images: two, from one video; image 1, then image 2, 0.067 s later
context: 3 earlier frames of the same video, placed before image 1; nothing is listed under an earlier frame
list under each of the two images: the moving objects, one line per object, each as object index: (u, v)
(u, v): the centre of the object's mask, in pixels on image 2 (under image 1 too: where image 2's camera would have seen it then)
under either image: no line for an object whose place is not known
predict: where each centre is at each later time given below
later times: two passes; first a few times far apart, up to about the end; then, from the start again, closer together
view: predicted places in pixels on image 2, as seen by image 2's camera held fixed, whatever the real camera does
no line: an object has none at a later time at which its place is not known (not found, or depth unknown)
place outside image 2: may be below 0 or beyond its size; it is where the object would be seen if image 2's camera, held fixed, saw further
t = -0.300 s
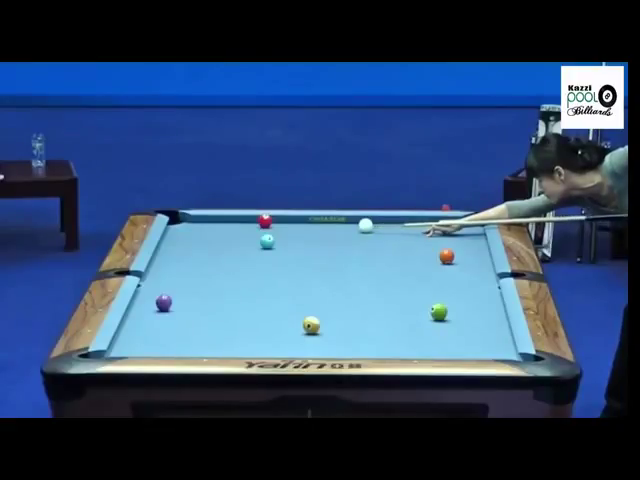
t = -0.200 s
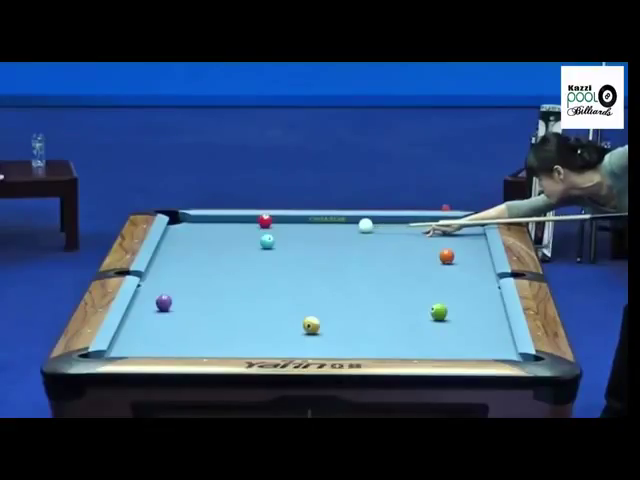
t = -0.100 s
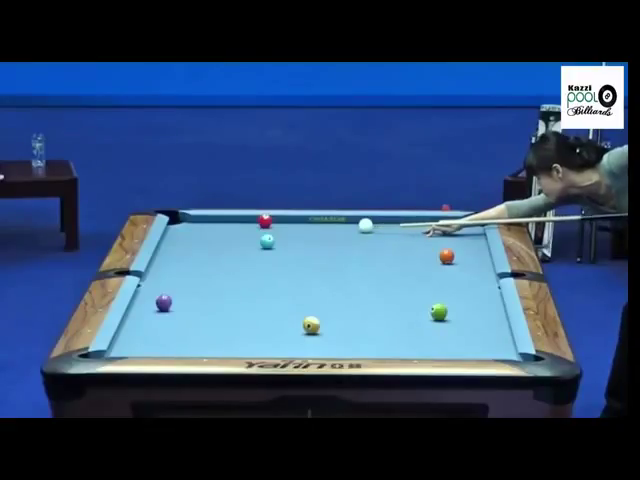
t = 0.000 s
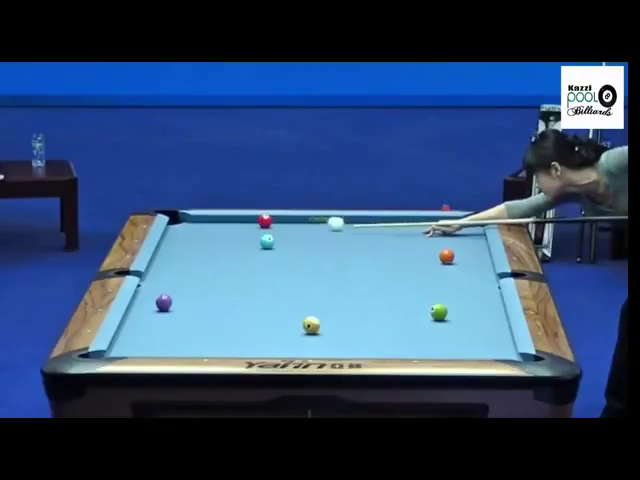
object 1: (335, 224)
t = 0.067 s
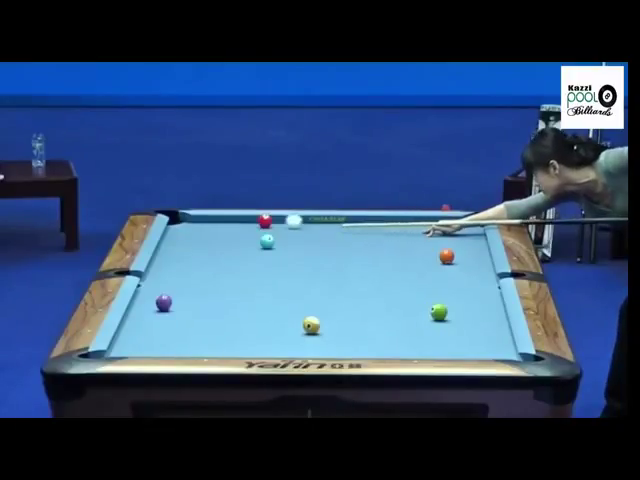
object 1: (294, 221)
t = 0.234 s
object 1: (274, 219)
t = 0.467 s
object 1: (264, 219)
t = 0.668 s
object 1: (251, 219)
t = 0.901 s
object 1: (236, 220)
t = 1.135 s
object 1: (223, 222)
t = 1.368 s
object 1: (211, 222)
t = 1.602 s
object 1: (199, 224)
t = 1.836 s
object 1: (188, 225)
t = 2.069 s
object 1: (178, 225)
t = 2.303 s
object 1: (180, 226)
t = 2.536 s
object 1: (183, 228)
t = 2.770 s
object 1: (185, 229)
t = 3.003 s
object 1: (187, 230)
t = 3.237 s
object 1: (188, 230)
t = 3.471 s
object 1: (190, 231)
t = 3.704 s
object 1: (190, 230)
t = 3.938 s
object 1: (191, 230)
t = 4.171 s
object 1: (191, 230)
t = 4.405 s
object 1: (191, 230)
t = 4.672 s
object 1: (192, 231)
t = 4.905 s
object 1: (191, 231)
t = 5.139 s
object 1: (191, 231)
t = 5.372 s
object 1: (192, 231)
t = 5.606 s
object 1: (191, 231)
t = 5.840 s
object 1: (191, 231)
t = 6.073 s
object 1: (191, 231)
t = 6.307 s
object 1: (191, 231)
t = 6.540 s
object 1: (191, 231)
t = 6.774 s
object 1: (191, 231)
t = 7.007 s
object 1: (191, 231)
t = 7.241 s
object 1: (191, 231)
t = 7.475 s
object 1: (192, 231)
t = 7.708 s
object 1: (192, 231)
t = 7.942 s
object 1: (191, 231)
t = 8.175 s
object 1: (191, 231)
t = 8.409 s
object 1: (192, 231)
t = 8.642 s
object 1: (191, 231)
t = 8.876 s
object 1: (191, 231)
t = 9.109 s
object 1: (191, 231)
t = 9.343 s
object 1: (192, 231)
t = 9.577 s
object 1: (192, 231)
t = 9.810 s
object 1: (192, 231)
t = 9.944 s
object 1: (187, 231)
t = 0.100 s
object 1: (279, 220)
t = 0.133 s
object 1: (278, 220)
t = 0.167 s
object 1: (277, 220)
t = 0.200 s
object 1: (275, 220)
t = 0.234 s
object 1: (274, 219)
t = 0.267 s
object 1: (272, 219)
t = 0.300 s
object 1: (272, 218)
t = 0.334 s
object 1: (273, 219)
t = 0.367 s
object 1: (270, 218)
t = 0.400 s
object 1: (268, 219)
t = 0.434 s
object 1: (266, 219)
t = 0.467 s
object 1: (264, 219)
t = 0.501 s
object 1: (262, 219)
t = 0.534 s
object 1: (259, 219)
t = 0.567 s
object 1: (257, 219)
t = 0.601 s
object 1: (255, 219)
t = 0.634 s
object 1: (253, 219)
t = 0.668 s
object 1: (251, 219)
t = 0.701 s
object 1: (249, 220)
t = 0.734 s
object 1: (246, 220)
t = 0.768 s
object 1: (245, 220)
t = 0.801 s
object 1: (242, 220)
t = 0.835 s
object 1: (240, 220)
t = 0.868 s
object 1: (238, 220)
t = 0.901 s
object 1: (236, 220)
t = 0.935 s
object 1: (235, 221)
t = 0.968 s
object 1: (232, 221)
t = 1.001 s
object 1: (231, 221)
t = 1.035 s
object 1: (229, 221)
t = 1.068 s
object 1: (227, 221)
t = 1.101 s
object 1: (225, 222)
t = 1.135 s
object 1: (223, 222)
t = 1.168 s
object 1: (221, 222)
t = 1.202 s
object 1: (220, 222)
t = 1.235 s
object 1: (218, 222)
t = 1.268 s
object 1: (216, 222)
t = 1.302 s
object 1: (214, 222)
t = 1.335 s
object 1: (212, 222)
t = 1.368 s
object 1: (211, 222)
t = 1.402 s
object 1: (209, 223)
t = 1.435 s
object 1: (207, 223)
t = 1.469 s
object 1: (205, 223)
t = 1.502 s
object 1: (204, 223)
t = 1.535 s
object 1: (202, 223)
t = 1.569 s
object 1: (201, 223)
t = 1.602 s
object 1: (199, 224)
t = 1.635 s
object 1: (198, 224)
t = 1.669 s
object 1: (196, 224)
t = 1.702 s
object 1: (194, 224)
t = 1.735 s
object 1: (193, 224)
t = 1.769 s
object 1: (191, 224)
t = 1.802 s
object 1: (190, 224)
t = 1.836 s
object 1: (188, 225)
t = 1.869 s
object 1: (187, 224)
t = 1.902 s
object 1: (185, 225)
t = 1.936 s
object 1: (184, 225)
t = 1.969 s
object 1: (183, 225)
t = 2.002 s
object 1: (181, 225)
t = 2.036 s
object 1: (180, 225)
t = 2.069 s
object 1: (178, 225)
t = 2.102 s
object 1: (178, 225)
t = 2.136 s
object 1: (178, 225)
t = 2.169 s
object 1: (178, 226)
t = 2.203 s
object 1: (178, 226)
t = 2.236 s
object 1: (179, 226)
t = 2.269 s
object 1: (179, 226)
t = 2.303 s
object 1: (180, 226)
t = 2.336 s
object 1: (180, 227)
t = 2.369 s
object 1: (181, 227)
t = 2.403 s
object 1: (181, 227)
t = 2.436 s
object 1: (181, 227)
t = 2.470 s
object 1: (182, 227)
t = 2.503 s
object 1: (182, 228)
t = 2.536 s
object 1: (183, 228)
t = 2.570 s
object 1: (183, 228)
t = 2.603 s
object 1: (184, 228)
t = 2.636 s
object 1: (184, 228)
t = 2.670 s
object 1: (184, 228)
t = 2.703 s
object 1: (185, 228)
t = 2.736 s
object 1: (185, 229)
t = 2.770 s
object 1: (185, 229)
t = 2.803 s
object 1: (185, 229)
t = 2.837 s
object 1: (186, 229)
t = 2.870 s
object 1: (186, 229)
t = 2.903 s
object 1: (186, 229)
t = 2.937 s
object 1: (187, 229)
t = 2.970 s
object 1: (187, 229)
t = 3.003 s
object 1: (187, 230)
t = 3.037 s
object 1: (187, 229)
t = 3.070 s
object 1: (187, 230)
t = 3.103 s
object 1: (188, 230)
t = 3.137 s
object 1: (188, 230)
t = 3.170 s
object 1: (188, 230)
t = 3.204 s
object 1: (188, 230)
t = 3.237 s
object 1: (188, 230)
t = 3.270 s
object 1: (188, 230)
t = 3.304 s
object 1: (188, 230)
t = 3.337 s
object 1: (188, 230)
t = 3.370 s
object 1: (188, 230)
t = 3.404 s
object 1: (190, 230)
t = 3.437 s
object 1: (190, 230)
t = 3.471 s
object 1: (190, 231)
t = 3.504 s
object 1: (190, 230)
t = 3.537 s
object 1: (190, 230)
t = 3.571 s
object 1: (190, 230)
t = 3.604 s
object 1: (190, 230)
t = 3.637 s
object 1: (190, 230)
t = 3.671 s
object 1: (190, 230)
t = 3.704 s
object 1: (190, 230)
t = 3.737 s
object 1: (191, 230)
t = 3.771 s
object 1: (191, 231)
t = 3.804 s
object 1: (191, 231)
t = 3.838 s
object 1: (191, 231)
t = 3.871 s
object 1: (191, 230)
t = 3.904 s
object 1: (191, 231)
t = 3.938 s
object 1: (191, 230)
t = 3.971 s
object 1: (191, 231)
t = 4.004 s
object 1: (191, 230)
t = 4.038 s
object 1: (191, 230)
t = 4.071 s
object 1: (191, 231)
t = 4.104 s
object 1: (191, 230)
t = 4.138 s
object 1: (191, 230)
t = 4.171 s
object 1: (191, 230)
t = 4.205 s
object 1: (191, 231)
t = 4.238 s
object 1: (191, 231)
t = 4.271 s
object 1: (191, 231)
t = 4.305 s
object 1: (191, 230)
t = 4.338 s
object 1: (191, 230)
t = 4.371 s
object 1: (191, 231)
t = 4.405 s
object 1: (191, 230)
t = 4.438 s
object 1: (191, 230)
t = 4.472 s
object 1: (191, 230)
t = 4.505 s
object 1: (191, 231)
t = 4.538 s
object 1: (192, 230)
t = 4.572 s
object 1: (192, 230)
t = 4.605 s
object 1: (191, 230)
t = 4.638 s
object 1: (191, 230)
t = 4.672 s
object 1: (192, 231)
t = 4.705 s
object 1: (191, 231)
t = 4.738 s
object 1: (191, 231)
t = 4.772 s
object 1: (191, 231)
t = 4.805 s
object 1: (191, 231)
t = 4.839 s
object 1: (191, 231)
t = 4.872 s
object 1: (191, 231)
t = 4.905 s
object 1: (191, 231)
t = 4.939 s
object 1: (191, 230)
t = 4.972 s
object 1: (191, 231)
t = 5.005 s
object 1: (191, 231)
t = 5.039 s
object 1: (191, 231)
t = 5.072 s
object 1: (191, 230)
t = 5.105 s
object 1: (191, 231)
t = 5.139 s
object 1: (191, 231)
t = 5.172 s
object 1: (192, 230)
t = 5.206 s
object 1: (192, 230)
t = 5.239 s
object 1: (192, 230)
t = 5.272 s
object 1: (191, 231)
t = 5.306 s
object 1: (191, 231)
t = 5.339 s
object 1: (191, 230)
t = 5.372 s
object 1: (192, 231)
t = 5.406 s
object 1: (191, 230)
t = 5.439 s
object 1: (191, 231)
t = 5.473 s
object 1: (191, 231)
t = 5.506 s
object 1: (192, 231)
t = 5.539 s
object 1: (191, 231)
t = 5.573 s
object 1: (191, 231)
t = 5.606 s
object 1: (191, 231)
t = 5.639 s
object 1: (191, 231)
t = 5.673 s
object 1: (191, 231)
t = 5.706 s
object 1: (191, 231)
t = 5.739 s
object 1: (191, 231)
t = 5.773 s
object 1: (191, 231)
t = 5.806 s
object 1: (191, 231)
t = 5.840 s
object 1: (191, 231)
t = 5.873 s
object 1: (191, 231)
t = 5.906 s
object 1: (191, 231)
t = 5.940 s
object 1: (191, 231)
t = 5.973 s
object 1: (191, 231)
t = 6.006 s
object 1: (191, 231)
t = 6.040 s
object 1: (191, 231)
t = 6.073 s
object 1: (191, 231)
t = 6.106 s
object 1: (191, 231)
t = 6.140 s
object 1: (191, 231)
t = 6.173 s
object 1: (191, 231)
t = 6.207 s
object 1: (191, 231)
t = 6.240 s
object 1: (191, 231)
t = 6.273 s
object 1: (191, 231)
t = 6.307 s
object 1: (191, 231)
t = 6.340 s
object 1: (191, 231)
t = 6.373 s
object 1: (191, 231)
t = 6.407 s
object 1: (191, 231)
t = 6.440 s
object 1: (191, 231)
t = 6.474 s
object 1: (191, 231)
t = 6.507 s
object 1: (191, 231)
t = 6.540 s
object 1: (191, 231)
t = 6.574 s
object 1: (191, 231)
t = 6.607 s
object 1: (191, 231)
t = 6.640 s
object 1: (191, 231)
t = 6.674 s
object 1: (191, 231)
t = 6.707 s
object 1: (191, 231)
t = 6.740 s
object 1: (191, 231)
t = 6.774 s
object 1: (191, 231)
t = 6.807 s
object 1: (191, 231)
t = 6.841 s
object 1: (191, 231)
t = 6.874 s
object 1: (191, 231)
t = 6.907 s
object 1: (191, 231)
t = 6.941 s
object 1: (191, 231)
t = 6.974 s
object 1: (191, 231)
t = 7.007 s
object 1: (191, 231)
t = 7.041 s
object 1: (191, 231)
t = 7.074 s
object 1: (191, 231)
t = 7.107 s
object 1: (191, 231)
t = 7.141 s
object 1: (191, 231)
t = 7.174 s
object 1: (191, 231)
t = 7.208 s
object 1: (191, 231)
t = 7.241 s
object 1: (191, 231)
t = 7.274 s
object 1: (191, 231)
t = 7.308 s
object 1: (191, 231)
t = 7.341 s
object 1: (191, 231)
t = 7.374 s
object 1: (191, 231)
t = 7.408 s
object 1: (191, 231)
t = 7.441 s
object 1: (191, 231)
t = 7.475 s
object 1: (192, 231)
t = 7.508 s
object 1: (192, 231)
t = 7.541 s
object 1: (191, 231)
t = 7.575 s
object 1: (191, 231)
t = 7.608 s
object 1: (191, 231)
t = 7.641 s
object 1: (192, 231)
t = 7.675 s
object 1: (192, 231)
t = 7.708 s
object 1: (192, 231)
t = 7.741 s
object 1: (192, 231)
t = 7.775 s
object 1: (192, 231)
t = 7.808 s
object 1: (192, 231)
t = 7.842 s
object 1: (192, 231)
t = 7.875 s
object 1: (192, 231)
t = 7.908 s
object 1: (191, 231)
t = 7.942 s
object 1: (191, 231)
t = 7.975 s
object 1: (191, 231)
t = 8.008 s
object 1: (191, 231)
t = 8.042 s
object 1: (192, 231)
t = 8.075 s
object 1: (191, 231)
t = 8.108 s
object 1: (191, 231)
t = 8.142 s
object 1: (191, 231)
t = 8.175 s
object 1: (191, 231)
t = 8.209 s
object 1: (191, 231)
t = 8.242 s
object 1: (192, 231)
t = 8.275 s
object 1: (192, 231)
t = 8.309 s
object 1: (191, 231)
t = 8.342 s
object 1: (192, 231)
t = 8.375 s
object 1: (192, 231)
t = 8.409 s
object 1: (192, 231)
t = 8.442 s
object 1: (191, 231)
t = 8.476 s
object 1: (191, 231)
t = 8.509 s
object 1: (191, 231)
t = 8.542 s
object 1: (192, 231)
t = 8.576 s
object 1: (192, 231)
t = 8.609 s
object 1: (191, 231)
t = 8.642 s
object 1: (191, 231)
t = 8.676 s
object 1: (191, 231)
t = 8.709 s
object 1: (191, 231)
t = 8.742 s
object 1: (191, 231)
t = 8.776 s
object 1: (191, 231)
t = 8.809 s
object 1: (191, 231)
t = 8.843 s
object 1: (191, 231)
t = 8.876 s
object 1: (191, 231)
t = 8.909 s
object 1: (191, 231)
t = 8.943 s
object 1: (191, 231)
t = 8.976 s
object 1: (191, 231)
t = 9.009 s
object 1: (191, 231)
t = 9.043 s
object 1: (192, 231)
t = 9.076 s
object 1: (191, 231)
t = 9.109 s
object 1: (191, 231)
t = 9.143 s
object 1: (191, 231)
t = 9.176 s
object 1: (191, 231)
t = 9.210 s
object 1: (192, 231)
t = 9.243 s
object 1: (192, 231)
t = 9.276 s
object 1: (192, 231)
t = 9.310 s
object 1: (192, 231)
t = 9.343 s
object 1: (192, 231)
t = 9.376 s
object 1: (192, 231)
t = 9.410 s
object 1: (191, 231)
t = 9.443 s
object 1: (191, 231)
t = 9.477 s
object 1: (192, 231)
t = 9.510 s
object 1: (192, 230)
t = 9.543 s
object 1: (192, 230)
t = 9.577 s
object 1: (192, 231)
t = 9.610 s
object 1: (192, 231)
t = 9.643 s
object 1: (192, 230)
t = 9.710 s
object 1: (192, 231)
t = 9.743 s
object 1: (192, 231)
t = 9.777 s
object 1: (192, 231)
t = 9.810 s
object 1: (192, 231)
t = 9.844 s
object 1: (192, 231)
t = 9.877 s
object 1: (192, 231)
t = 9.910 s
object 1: (192, 231)
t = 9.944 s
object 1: (187, 231)
